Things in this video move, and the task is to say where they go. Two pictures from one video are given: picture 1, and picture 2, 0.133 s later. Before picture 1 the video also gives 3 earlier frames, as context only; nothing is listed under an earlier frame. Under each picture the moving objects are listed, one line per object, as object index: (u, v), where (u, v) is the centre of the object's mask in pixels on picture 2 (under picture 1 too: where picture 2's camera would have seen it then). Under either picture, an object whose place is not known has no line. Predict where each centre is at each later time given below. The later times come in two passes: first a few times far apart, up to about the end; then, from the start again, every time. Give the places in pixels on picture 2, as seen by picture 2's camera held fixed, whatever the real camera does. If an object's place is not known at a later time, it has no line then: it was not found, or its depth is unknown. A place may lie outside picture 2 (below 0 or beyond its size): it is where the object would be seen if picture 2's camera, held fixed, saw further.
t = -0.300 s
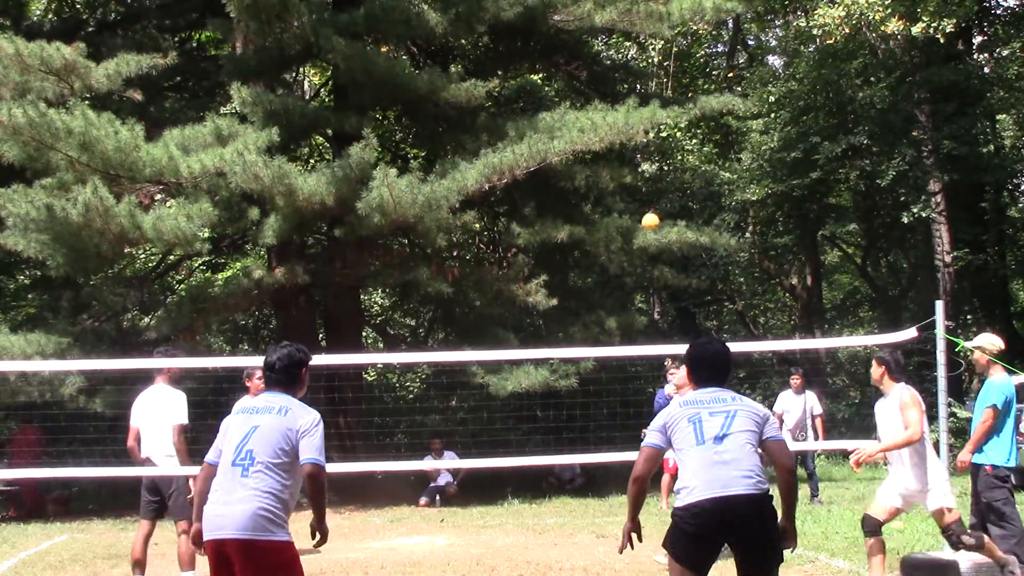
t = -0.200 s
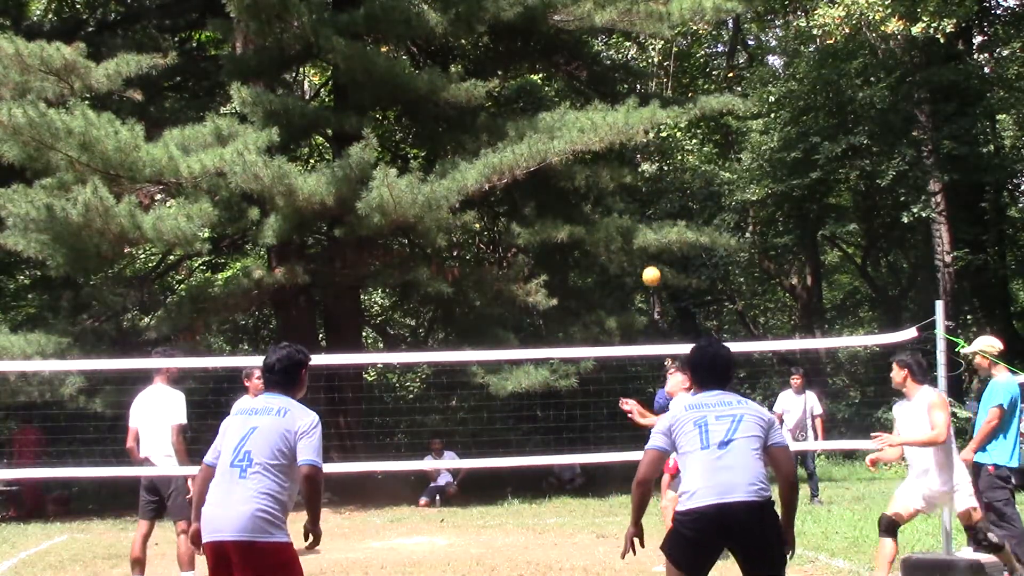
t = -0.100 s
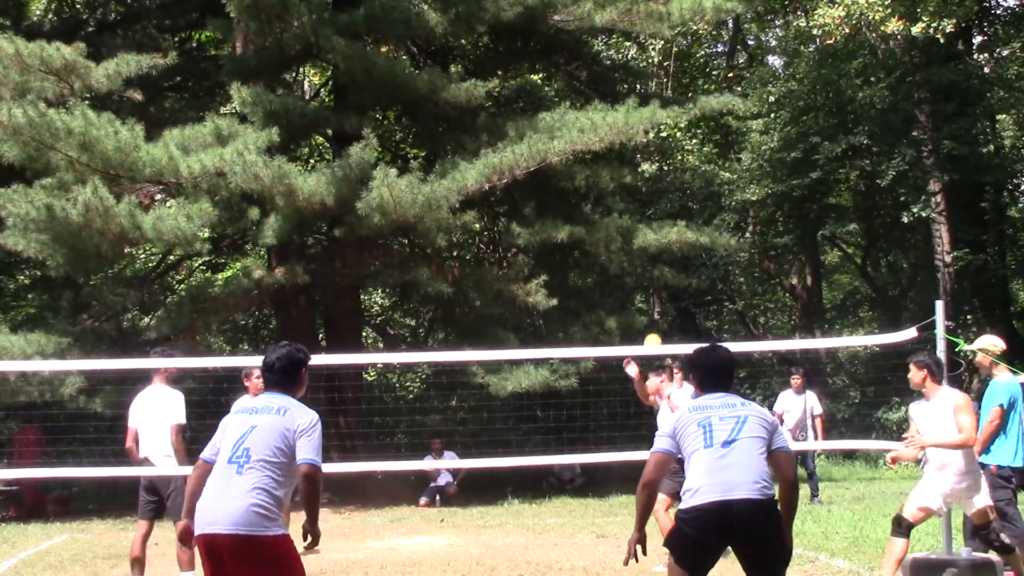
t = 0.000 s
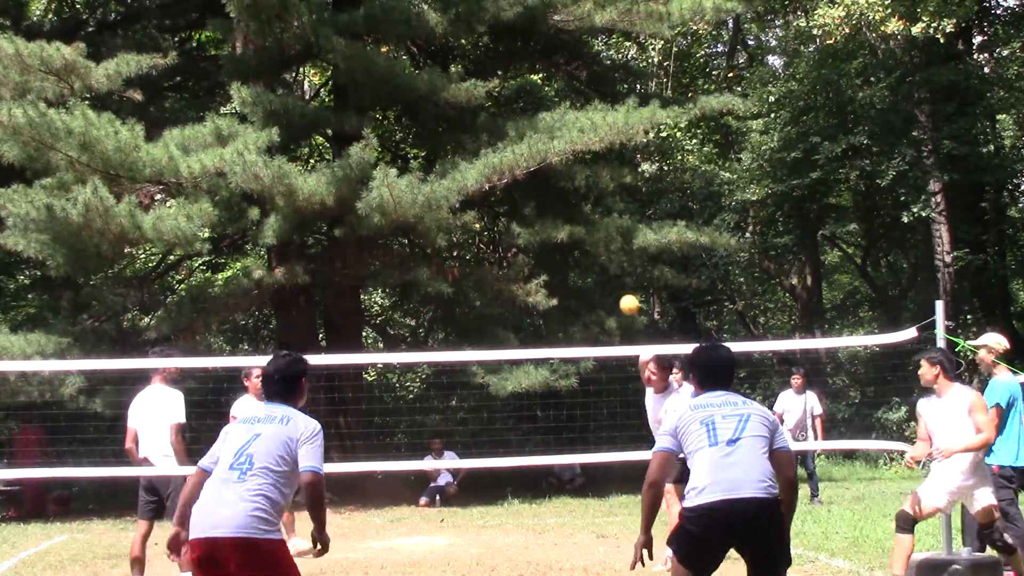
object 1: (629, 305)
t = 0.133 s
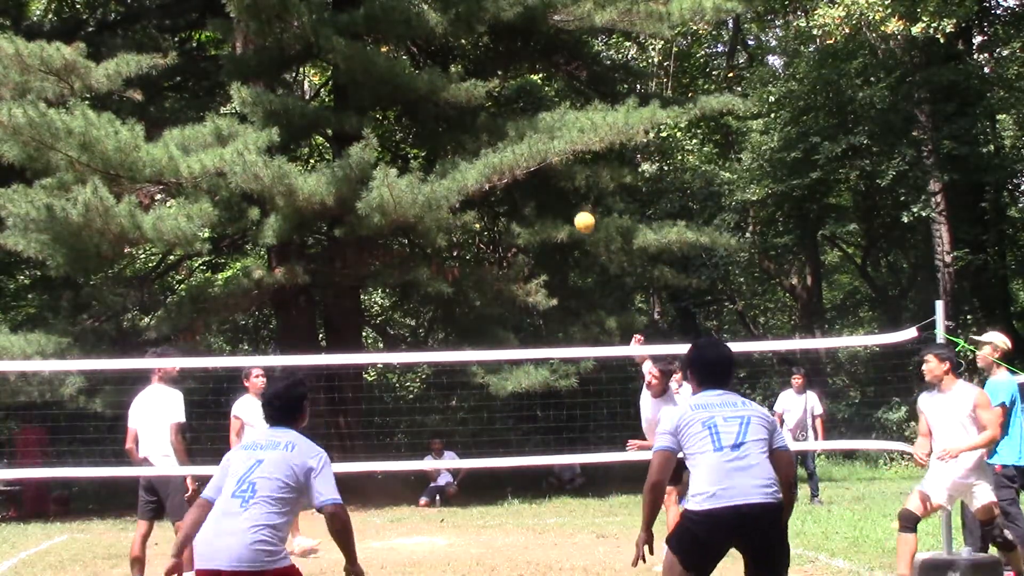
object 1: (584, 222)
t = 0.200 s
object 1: (560, 186)
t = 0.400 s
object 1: (473, 105)
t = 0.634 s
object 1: (339, 81)
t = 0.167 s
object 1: (572, 204)
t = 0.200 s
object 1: (560, 186)
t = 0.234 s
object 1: (547, 170)
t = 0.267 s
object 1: (533, 154)
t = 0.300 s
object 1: (519, 140)
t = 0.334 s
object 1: (504, 127)
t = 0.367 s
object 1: (489, 115)
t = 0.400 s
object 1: (473, 105)
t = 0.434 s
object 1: (456, 96)
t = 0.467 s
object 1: (439, 89)
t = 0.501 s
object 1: (421, 83)
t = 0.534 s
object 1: (402, 79)
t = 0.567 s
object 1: (381, 77)
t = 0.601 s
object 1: (360, 78)
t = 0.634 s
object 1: (339, 81)
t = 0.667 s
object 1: (315, 87)
